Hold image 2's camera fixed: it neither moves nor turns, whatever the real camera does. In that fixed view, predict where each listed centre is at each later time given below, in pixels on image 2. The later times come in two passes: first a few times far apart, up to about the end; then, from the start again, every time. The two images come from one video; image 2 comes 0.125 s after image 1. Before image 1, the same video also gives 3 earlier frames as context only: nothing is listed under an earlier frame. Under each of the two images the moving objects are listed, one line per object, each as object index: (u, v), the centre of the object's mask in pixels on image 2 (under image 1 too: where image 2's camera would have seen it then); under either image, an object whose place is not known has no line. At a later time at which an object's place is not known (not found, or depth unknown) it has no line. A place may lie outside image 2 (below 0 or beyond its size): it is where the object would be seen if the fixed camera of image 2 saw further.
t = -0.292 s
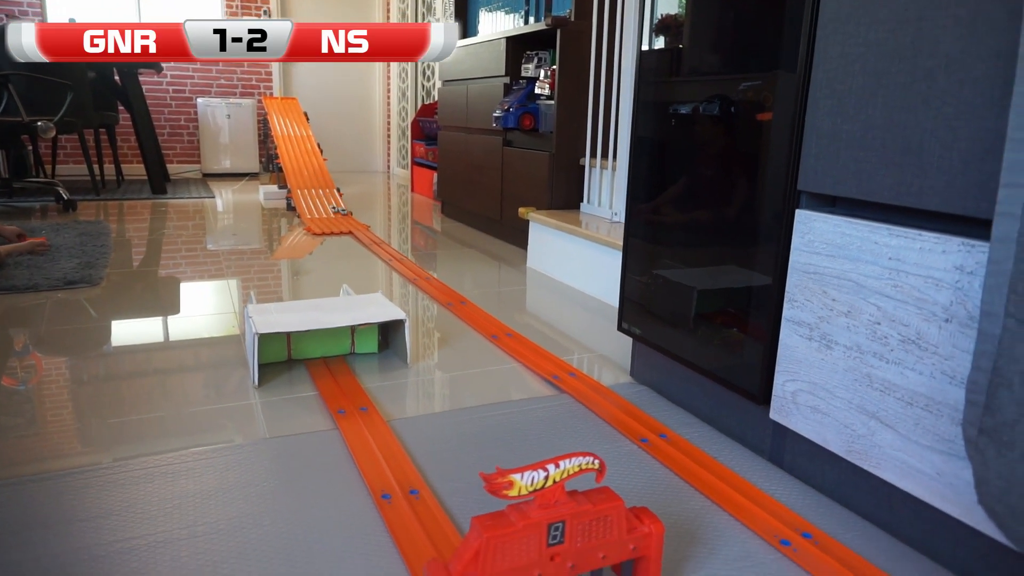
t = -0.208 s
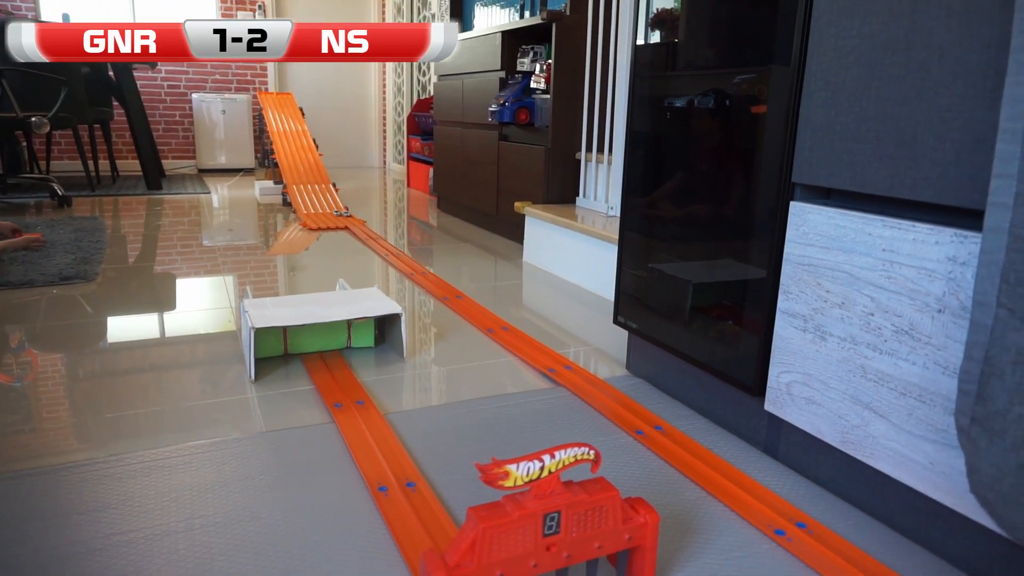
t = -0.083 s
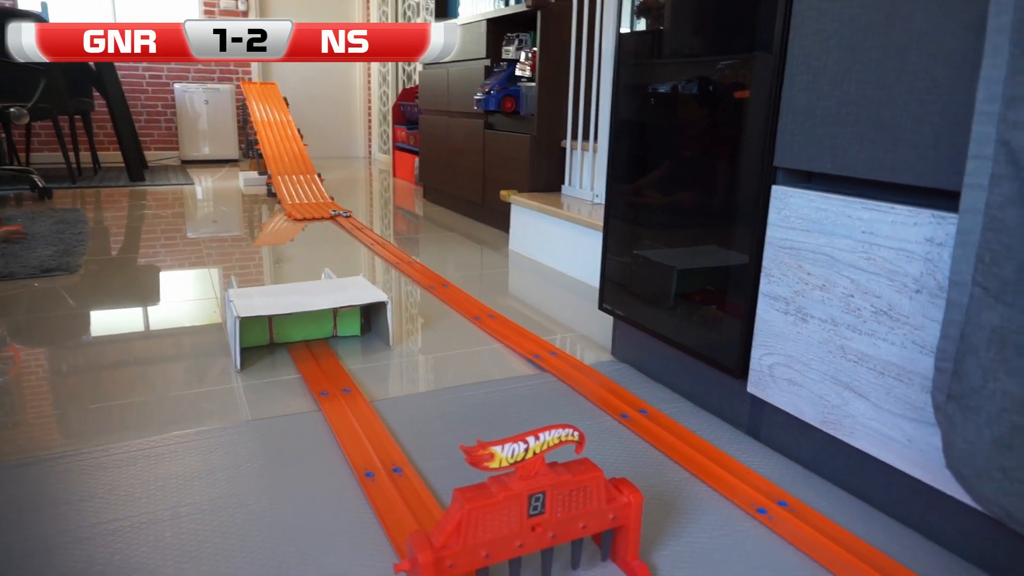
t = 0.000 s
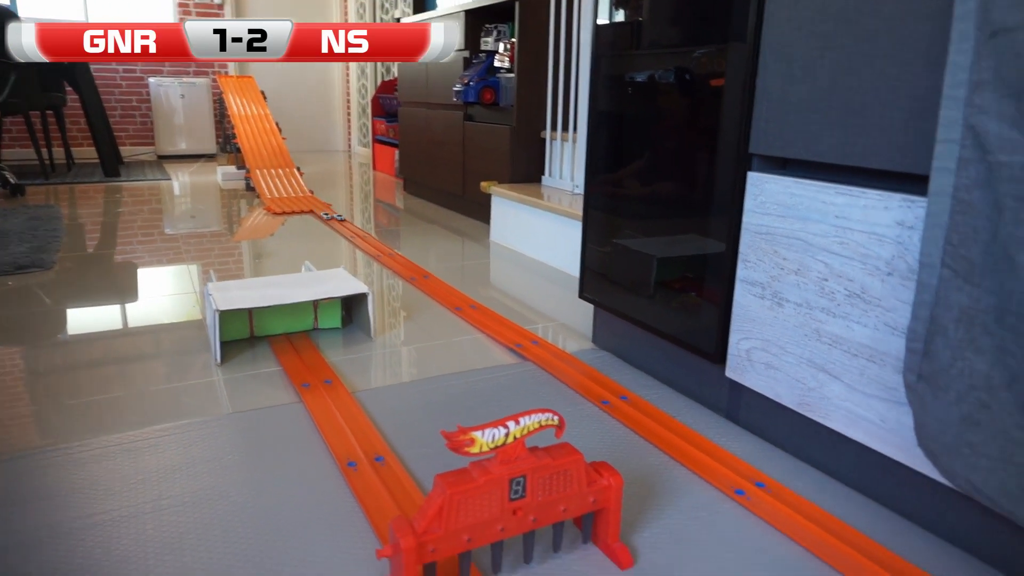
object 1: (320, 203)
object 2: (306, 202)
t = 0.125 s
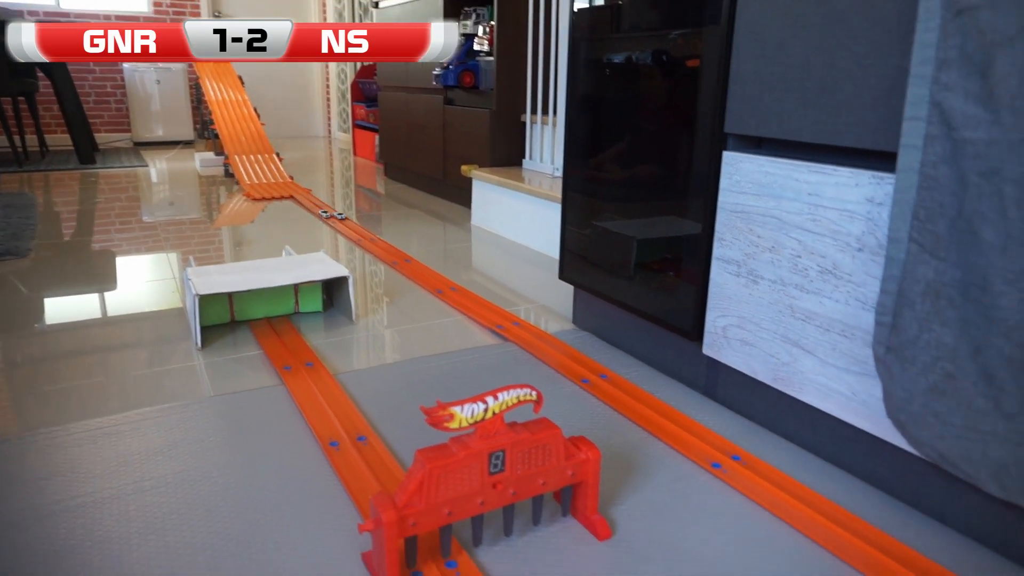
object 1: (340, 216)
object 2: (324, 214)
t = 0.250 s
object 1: (364, 231)
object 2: (346, 229)
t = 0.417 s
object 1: (402, 254)
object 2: (379, 250)
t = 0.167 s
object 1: (344, 219)
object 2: (328, 217)
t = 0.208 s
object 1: (353, 225)
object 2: (337, 223)
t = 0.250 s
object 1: (364, 231)
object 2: (346, 229)
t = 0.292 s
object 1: (369, 235)
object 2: (351, 232)
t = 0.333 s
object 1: (381, 242)
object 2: (362, 239)
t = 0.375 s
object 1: (394, 250)
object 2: (373, 246)
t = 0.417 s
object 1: (402, 254)
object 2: (379, 250)
